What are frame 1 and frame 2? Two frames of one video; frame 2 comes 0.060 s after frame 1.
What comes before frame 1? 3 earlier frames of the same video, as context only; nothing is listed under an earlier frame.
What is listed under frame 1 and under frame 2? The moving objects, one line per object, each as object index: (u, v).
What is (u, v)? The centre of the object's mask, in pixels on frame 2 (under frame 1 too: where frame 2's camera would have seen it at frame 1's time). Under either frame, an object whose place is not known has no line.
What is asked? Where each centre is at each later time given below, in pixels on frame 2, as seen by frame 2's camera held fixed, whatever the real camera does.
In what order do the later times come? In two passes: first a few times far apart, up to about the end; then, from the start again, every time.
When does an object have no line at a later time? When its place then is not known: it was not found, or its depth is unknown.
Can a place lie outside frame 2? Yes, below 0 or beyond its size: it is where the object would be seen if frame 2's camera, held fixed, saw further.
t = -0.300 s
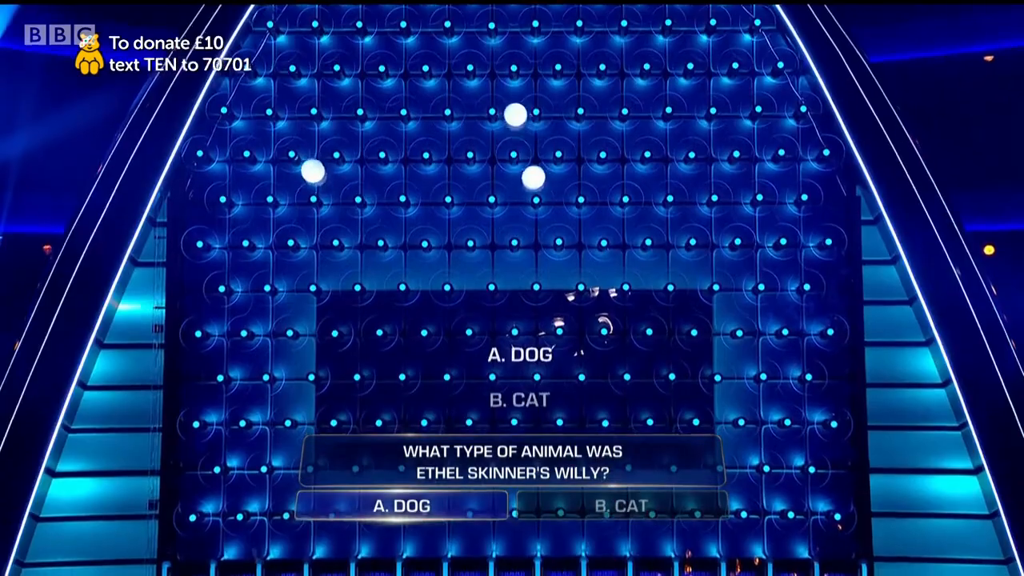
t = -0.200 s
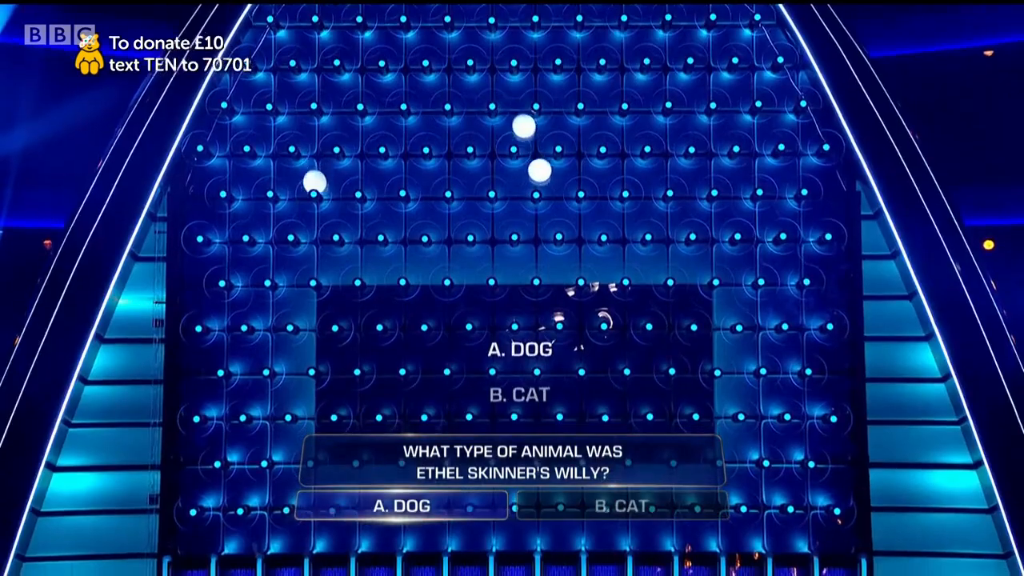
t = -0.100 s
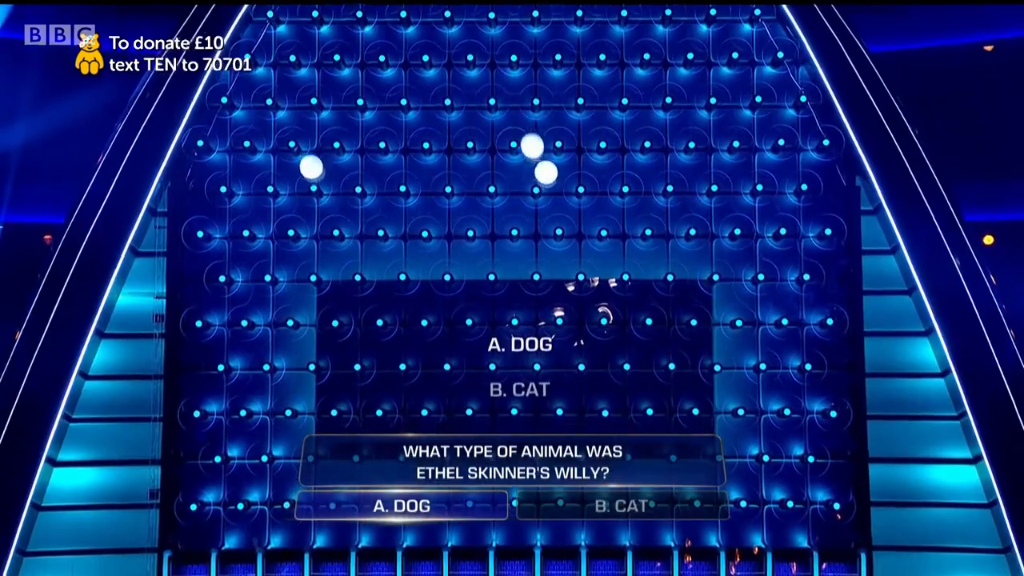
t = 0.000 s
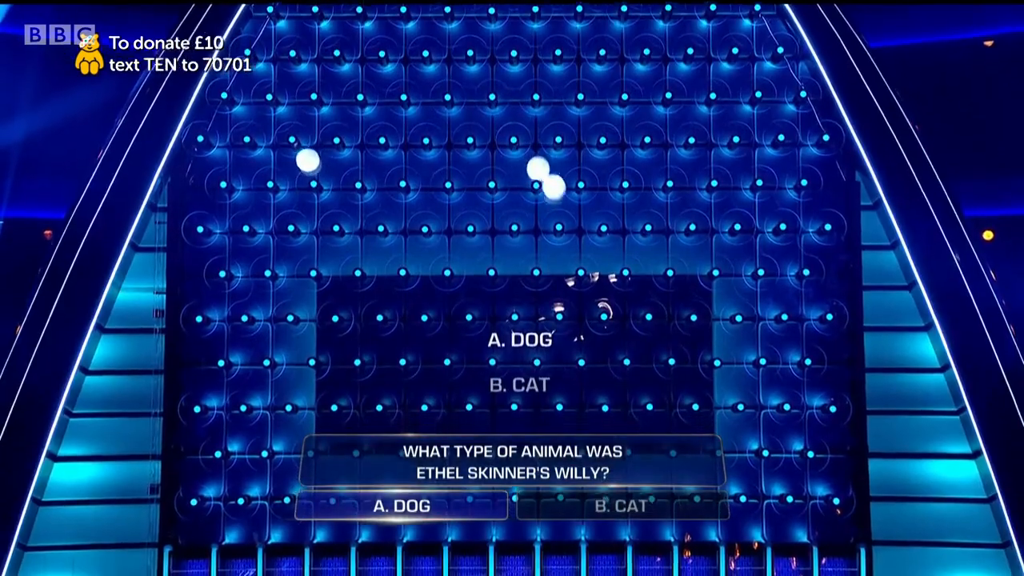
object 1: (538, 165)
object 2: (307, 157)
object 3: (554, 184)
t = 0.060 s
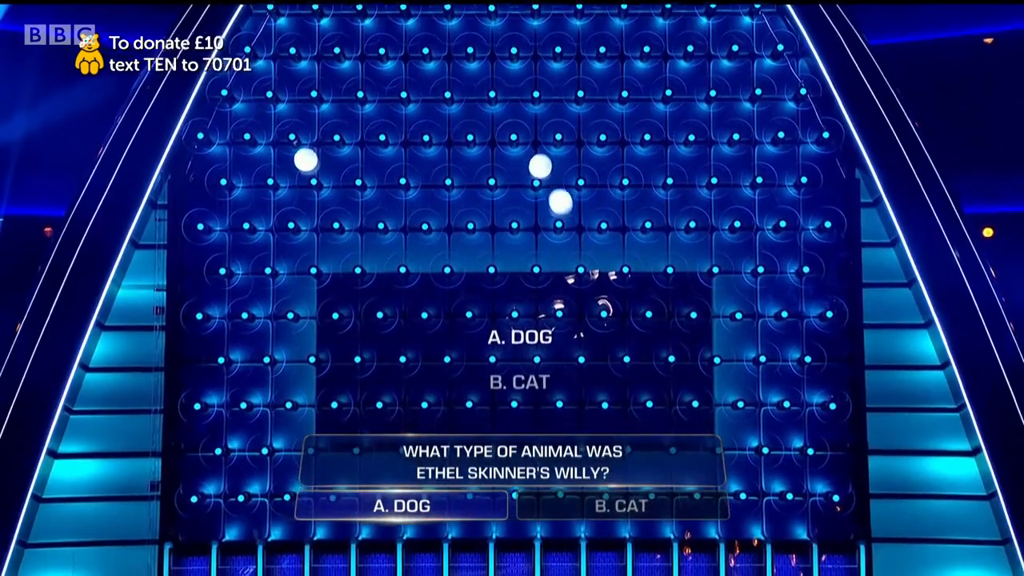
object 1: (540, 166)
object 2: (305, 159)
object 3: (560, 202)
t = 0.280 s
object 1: (548, 160)
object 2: (298, 192)
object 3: (606, 211)
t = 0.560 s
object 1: (557, 206)
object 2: (290, 198)
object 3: (613, 215)
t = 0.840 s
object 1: (566, 199)
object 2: (280, 219)
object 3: (615, 217)
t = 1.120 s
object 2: (259, 261)
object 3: (625, 256)
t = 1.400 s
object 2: (219, 328)
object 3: (630, 247)
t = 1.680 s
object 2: (206, 356)
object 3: (632, 249)
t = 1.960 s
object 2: (203, 373)
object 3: (649, 275)
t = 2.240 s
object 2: (233, 431)
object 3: (670, 302)
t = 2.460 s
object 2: (266, 504)
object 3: (672, 303)
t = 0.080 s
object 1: (541, 164)
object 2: (305, 161)
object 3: (563, 208)
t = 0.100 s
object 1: (541, 162)
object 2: (304, 163)
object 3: (565, 212)
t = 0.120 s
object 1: (542, 161)
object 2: (304, 165)
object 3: (569, 212)
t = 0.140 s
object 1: (543, 159)
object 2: (303, 167)
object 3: (574, 211)
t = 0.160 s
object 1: (544, 158)
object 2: (302, 170)
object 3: (578, 210)
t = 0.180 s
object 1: (544, 158)
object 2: (301, 173)
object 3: (582, 209)
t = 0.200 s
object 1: (545, 158)
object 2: (300, 176)
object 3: (587, 209)
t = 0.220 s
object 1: (546, 158)
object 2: (300, 179)
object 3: (591, 209)
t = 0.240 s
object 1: (546, 158)
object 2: (299, 184)
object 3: (596, 210)
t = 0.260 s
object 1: (547, 159)
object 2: (299, 188)
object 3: (601, 210)
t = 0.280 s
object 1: (548, 160)
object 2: (298, 192)
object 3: (606, 211)
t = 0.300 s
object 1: (548, 161)
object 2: (297, 197)
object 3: (610, 212)
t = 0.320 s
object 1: (549, 163)
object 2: (297, 202)
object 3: (615, 214)
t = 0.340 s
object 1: (550, 165)
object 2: (296, 208)
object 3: (620, 216)
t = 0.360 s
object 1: (550, 167)
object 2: (295, 212)
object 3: (624, 218)
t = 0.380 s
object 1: (551, 169)
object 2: (295, 211)
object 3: (629, 221)
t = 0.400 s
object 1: (552, 172)
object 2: (294, 209)
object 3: (630, 222)
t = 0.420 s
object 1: (552, 176)
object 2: (294, 207)
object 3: (628, 220)
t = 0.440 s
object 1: (553, 179)
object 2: (293, 204)
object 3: (625, 219)
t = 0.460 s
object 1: (553, 183)
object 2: (293, 202)
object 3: (623, 218)
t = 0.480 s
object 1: (554, 187)
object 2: (292, 201)
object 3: (620, 217)
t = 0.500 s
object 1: (555, 192)
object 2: (292, 199)
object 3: (618, 216)
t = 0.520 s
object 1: (556, 196)
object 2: (291, 198)
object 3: (616, 216)
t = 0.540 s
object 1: (556, 201)
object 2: (291, 198)
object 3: (614, 216)
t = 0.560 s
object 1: (557, 206)
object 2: (290, 198)
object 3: (613, 215)
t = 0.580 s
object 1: (557, 210)
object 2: (290, 197)
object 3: (613, 214)
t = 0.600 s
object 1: (558, 211)
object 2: (289, 198)
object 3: (613, 213)
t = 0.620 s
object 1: (559, 209)
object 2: (289, 198)
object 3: (613, 212)
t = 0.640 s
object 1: (560, 207)
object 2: (288, 199)
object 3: (613, 212)
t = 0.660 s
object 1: (561, 204)
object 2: (288, 200)
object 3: (613, 212)
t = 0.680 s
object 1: (562, 202)
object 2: (287, 202)
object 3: (613, 213)
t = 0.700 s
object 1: (563, 200)
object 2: (287, 203)
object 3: (613, 213)
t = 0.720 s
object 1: (564, 199)
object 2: (287, 206)
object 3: (613, 214)
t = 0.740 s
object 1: (565, 198)
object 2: (286, 208)
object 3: (613, 215)
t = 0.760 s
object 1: (566, 197)
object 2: (285, 211)
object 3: (613, 216)
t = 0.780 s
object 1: (567, 197)
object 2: (285, 213)
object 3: (613, 216)
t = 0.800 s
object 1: (567, 197)
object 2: (284, 216)
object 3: (614, 216)
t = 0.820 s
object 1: (566, 198)
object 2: (282, 218)
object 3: (614, 216)
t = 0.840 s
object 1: (566, 199)
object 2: (280, 219)
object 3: (615, 217)
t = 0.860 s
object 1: (565, 201)
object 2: (278, 221)
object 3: (616, 219)
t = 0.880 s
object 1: (565, 202)
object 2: (277, 223)
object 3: (616, 220)
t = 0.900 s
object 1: (564, 204)
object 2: (275, 224)
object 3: (617, 222)
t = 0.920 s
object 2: (273, 227)
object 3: (618, 224)
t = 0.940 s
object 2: (271, 229)
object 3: (618, 226)
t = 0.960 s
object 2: (270, 232)
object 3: (619, 228)
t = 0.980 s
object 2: (268, 235)
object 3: (620, 231)
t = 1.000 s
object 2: (267, 238)
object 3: (620, 234)
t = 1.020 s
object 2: (266, 241)
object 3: (621, 237)
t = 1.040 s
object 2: (264, 245)
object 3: (622, 241)
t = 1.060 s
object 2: (263, 248)
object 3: (623, 245)
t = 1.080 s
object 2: (262, 253)
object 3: (623, 249)
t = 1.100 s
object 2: (261, 257)
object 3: (624, 253)
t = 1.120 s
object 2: (259, 261)
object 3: (625, 256)
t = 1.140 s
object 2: (257, 265)
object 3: (626, 254)
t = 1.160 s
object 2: (255, 268)
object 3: (627, 251)
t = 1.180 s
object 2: (253, 271)
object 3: (628, 248)
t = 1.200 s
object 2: (249, 275)
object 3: (629, 246)
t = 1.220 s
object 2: (246, 278)
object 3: (630, 244)
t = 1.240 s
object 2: (243, 282)
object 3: (631, 243)
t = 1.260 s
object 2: (240, 287)
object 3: (633, 242)
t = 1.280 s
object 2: (237, 291)
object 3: (634, 241)
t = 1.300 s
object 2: (233, 297)
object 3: (634, 241)
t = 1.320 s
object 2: (230, 302)
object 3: (633, 241)
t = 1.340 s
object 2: (227, 308)
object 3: (632, 242)
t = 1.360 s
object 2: (224, 315)
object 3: (631, 244)
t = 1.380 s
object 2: (221, 322)
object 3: (631, 245)
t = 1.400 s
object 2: (219, 328)
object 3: (630, 247)
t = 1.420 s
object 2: (217, 335)
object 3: (629, 249)
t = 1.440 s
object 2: (215, 342)
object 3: (628, 252)
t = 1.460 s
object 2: (213, 349)
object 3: (628, 255)
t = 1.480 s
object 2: (209, 353)
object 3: (627, 256)
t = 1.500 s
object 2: (203, 355)
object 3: (628, 255)
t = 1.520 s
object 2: (198, 358)
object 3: (628, 253)
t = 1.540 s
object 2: (193, 361)
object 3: (628, 251)
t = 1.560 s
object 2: (189, 363)
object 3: (629, 250)
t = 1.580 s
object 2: (192, 361)
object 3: (630, 249)
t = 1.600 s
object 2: (195, 359)
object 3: (630, 248)
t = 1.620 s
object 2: (198, 358)
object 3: (631, 248)
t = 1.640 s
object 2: (201, 357)
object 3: (631, 248)
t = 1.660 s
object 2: (204, 356)
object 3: (632, 248)
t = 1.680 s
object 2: (206, 356)
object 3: (632, 249)
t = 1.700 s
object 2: (205, 356)
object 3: (633, 250)
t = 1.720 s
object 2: (203, 357)
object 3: (633, 251)
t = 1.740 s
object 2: (201, 358)
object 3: (634, 253)
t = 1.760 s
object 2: (198, 359)
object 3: (634, 254)
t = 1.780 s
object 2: (196, 361)
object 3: (635, 256)
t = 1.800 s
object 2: (193, 362)
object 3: (635, 259)
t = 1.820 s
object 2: (191, 365)
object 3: (636, 262)
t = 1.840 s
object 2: (189, 367)
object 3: (637, 263)
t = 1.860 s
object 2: (191, 367)
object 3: (639, 264)
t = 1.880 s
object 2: (193, 368)
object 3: (641, 266)
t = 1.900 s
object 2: (196, 369)
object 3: (643, 268)
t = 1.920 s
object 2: (198, 370)
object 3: (645, 270)
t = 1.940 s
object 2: (201, 371)
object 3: (647, 272)
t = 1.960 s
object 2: (203, 373)
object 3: (649, 275)
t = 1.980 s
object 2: (206, 375)
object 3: (651, 278)
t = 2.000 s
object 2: (208, 378)
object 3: (651, 281)
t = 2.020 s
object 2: (211, 381)
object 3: (652, 284)
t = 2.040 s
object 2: (213, 384)
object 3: (652, 288)
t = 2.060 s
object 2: (215, 387)
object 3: (652, 291)
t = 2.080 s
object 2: (218, 391)
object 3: (653, 295)
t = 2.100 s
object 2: (219, 395)
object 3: (653, 300)
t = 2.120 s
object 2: (221, 399)
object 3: (654, 302)
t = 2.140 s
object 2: (223, 403)
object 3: (657, 301)
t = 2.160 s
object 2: (225, 408)
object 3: (659, 300)
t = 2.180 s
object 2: (227, 413)
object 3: (662, 300)
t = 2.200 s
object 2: (229, 419)
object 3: (665, 300)
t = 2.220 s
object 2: (231, 424)
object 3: (667, 301)
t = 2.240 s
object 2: (233, 431)
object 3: (670, 302)
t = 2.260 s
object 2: (234, 437)
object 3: (672, 303)
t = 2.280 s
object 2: (236, 443)
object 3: (675, 304)
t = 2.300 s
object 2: (239, 449)
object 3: (677, 306)
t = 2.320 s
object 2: (241, 456)
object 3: (677, 305)
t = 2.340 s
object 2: (244, 462)
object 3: (676, 304)
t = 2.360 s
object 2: (247, 469)
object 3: (675, 302)
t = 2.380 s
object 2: (250, 476)
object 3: (674, 302)
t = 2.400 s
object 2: (253, 484)
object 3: (674, 302)
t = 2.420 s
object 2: (256, 491)
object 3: (673, 302)
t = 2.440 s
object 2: (261, 497)
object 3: (672, 302)
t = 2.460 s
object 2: (266, 504)
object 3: (672, 303)
